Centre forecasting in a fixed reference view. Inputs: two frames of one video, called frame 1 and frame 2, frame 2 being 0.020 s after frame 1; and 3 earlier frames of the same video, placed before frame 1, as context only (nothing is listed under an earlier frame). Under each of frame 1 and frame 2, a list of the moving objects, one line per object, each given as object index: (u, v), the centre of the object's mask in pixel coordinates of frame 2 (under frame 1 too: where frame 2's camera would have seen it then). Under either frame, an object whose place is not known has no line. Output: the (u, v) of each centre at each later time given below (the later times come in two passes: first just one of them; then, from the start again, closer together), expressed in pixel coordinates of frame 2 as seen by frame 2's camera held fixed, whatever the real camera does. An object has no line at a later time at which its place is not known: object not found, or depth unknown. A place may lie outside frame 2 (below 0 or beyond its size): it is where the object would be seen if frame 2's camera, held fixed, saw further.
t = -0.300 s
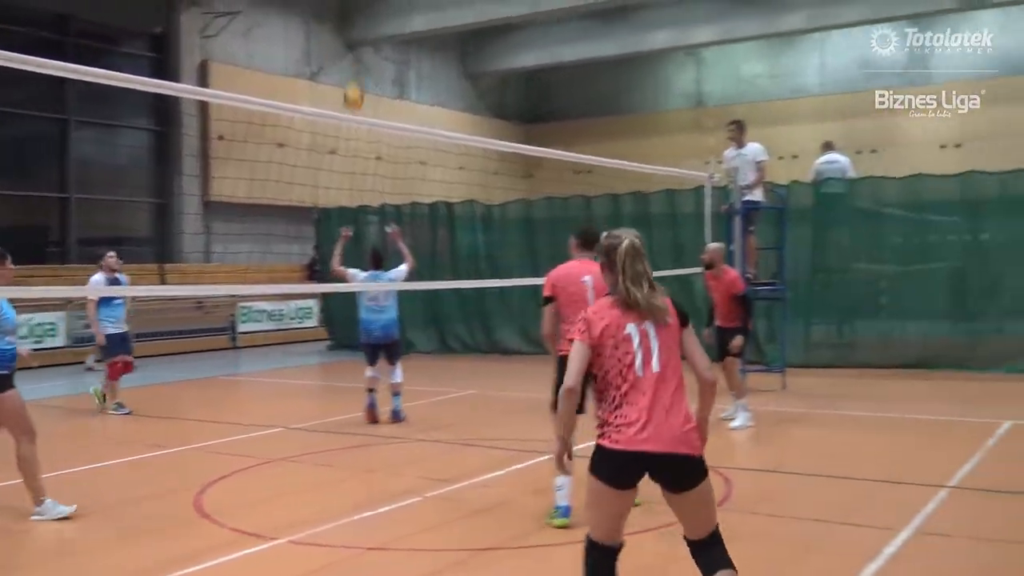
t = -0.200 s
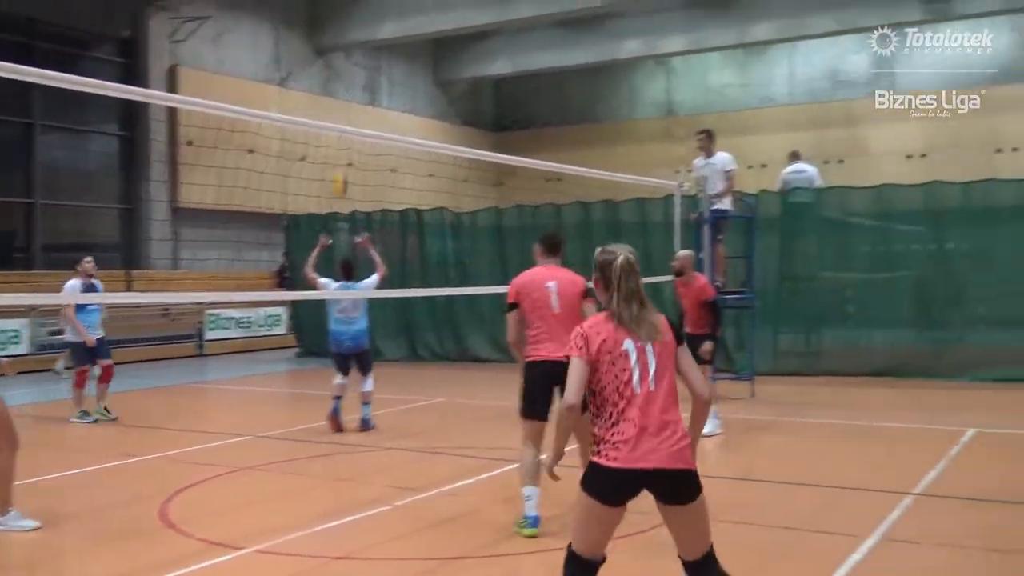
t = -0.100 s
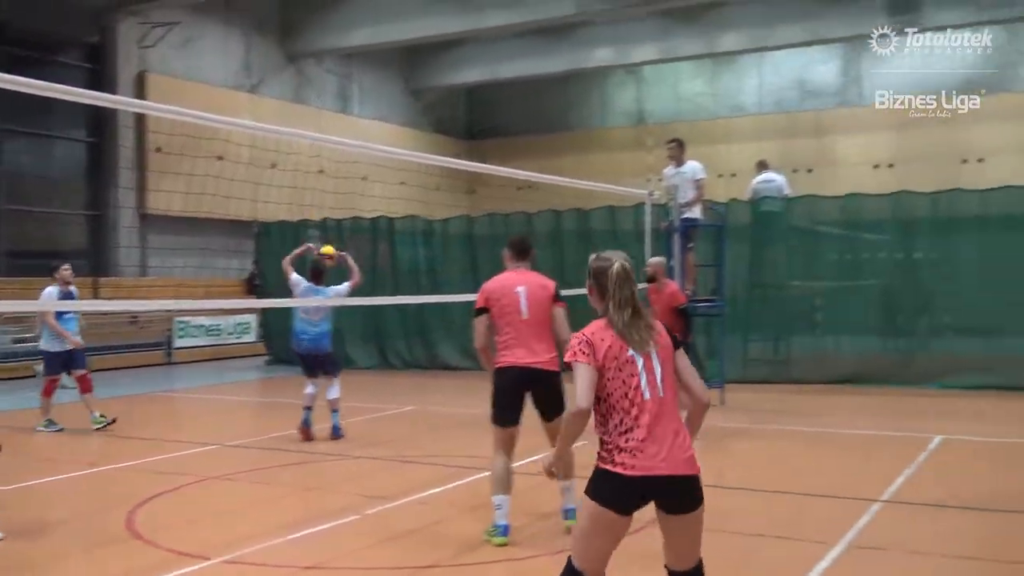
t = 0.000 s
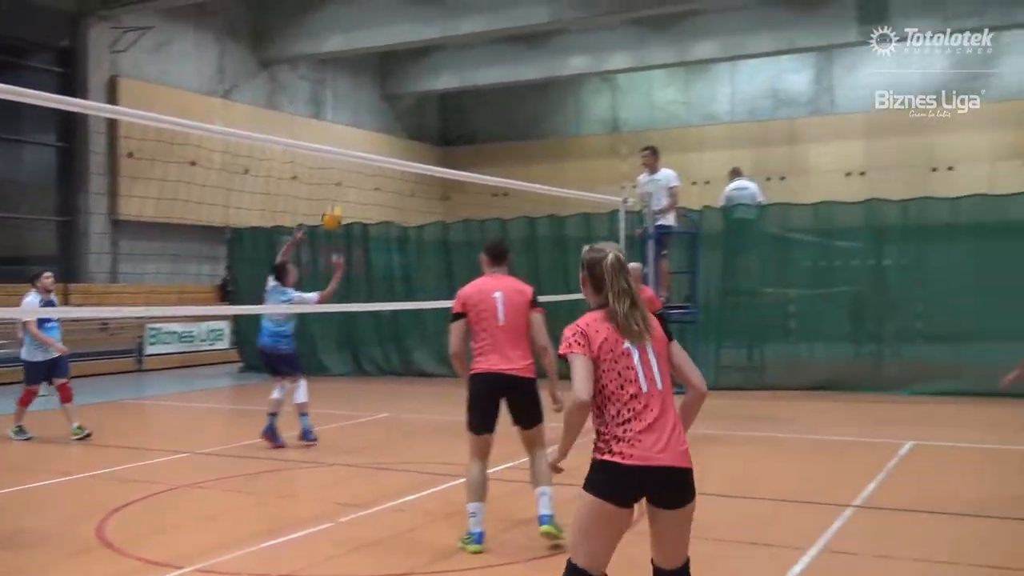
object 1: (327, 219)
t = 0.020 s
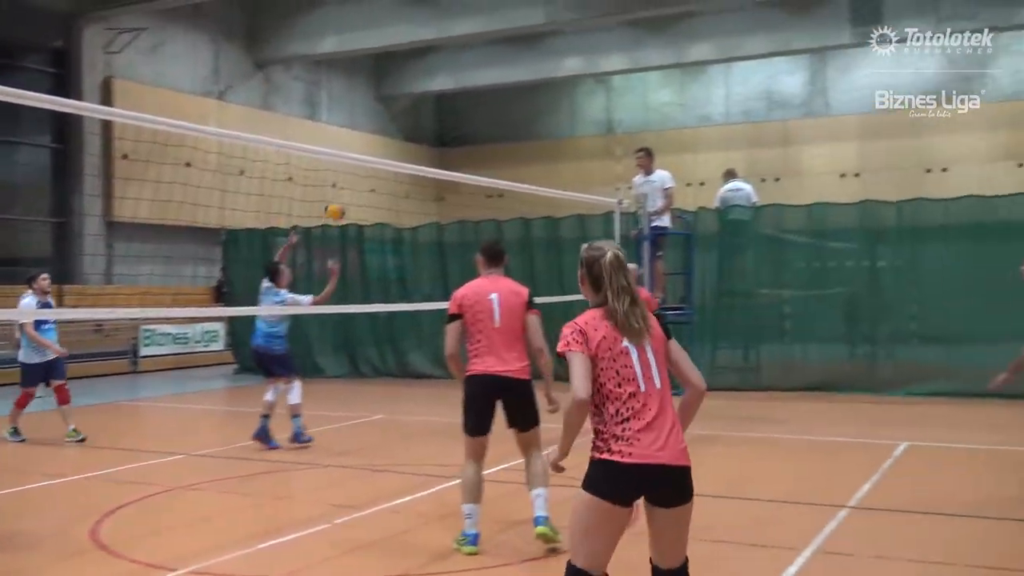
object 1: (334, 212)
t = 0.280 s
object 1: (433, 124)
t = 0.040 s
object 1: (342, 202)
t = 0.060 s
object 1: (349, 194)
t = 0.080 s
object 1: (358, 185)
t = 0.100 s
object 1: (365, 177)
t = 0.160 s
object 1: (389, 153)
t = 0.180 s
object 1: (396, 148)
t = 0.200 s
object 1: (404, 142)
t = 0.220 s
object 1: (411, 137)
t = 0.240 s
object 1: (418, 132)
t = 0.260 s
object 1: (426, 128)
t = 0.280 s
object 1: (433, 124)
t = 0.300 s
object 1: (440, 120)
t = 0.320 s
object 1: (448, 116)
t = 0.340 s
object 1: (455, 113)
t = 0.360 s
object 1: (463, 111)
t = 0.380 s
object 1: (471, 108)
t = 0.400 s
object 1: (479, 106)
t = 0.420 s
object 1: (487, 105)
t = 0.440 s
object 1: (494, 104)
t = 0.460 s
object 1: (503, 103)
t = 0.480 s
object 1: (509, 103)
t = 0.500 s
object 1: (517, 104)
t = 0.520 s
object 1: (524, 105)
